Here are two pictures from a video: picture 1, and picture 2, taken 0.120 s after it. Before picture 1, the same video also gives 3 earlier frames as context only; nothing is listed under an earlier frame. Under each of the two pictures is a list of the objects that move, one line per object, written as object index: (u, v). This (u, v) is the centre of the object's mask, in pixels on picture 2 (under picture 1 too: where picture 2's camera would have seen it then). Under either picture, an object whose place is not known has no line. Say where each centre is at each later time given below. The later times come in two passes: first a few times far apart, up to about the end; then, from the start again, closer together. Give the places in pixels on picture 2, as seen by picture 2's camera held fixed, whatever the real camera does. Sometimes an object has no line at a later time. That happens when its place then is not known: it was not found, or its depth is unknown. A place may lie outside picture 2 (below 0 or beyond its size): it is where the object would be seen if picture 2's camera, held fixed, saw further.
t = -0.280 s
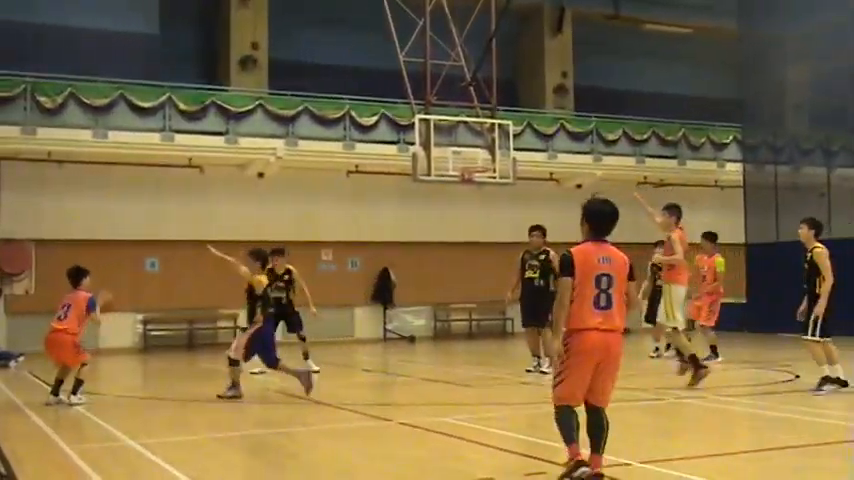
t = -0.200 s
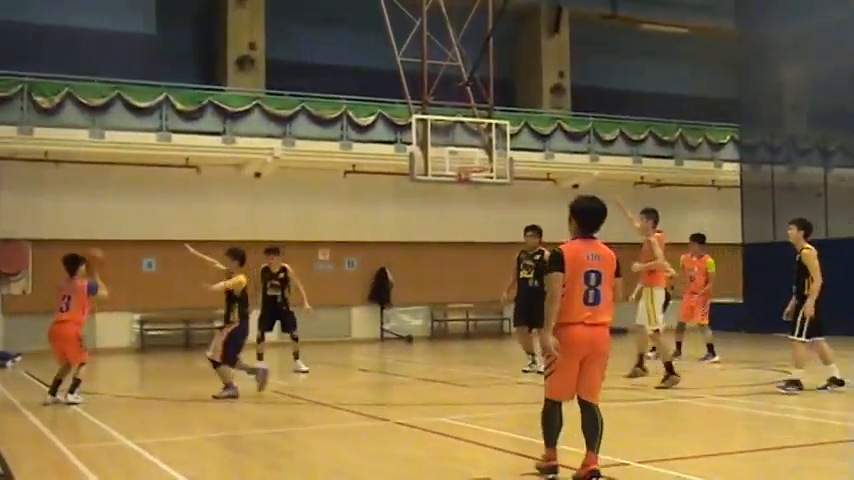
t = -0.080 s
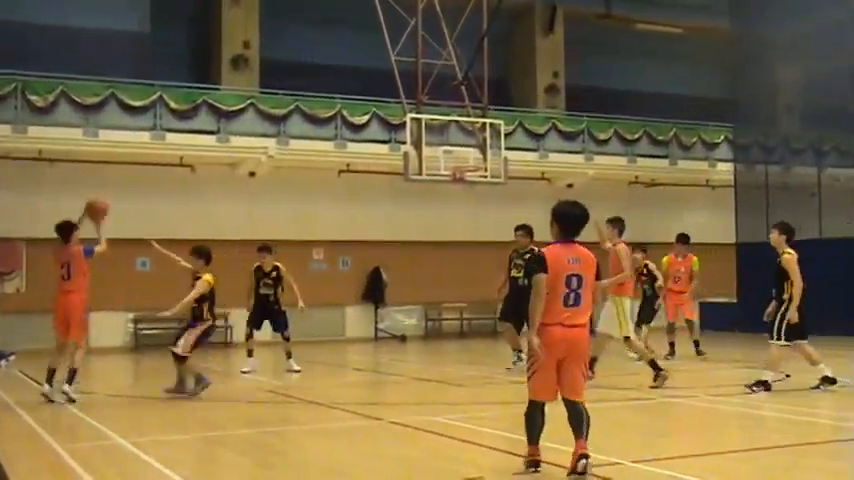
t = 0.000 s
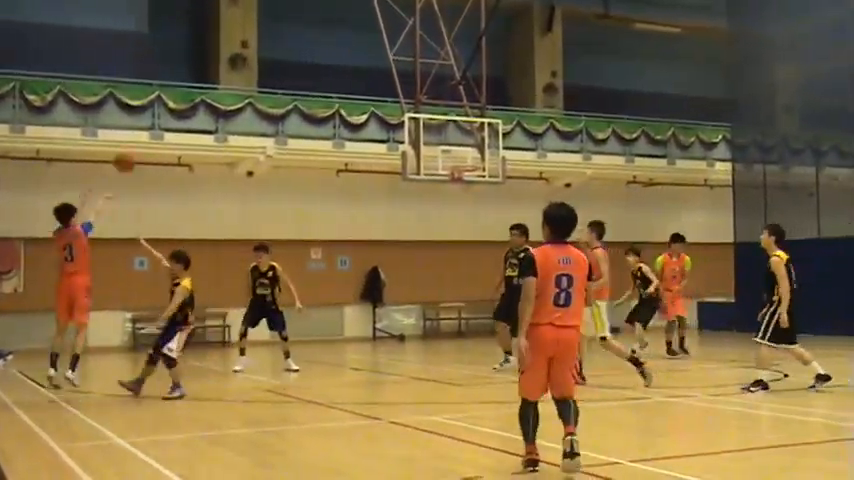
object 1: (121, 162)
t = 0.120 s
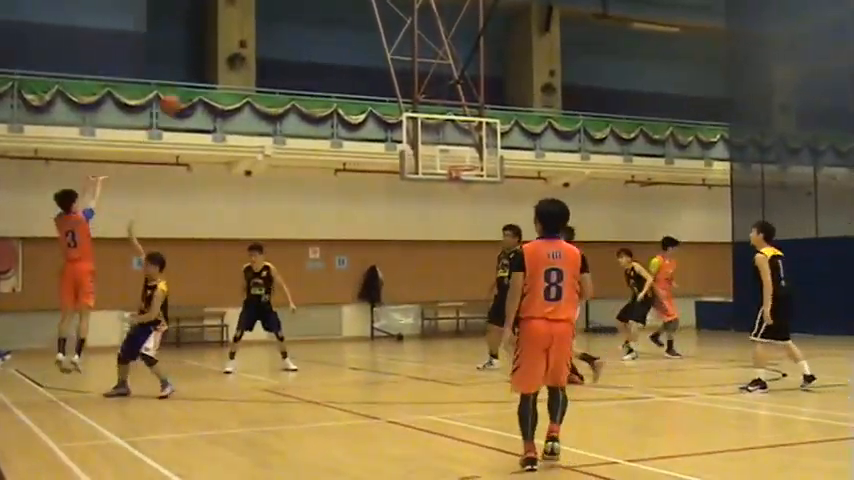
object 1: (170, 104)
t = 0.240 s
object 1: (213, 65)
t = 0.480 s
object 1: (285, 27)
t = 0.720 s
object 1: (347, 33)
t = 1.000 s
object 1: (411, 84)
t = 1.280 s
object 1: (460, 174)
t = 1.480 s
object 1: (458, 174)
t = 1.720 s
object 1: (458, 177)
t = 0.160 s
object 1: (186, 88)
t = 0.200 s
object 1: (199, 76)
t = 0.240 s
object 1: (213, 65)
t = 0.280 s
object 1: (226, 55)
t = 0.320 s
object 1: (237, 46)
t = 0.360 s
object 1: (250, 40)
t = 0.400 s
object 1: (262, 35)
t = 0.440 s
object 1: (273, 30)
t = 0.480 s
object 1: (285, 27)
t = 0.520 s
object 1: (296, 25)
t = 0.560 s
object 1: (307, 25)
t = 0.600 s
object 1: (317, 25)
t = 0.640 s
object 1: (327, 27)
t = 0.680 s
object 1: (337, 30)
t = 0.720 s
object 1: (347, 33)
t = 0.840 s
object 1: (376, 48)
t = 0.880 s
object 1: (385, 56)
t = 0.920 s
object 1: (394, 64)
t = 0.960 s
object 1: (403, 72)
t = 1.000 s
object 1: (411, 84)
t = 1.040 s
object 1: (419, 94)
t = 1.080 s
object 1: (425, 104)
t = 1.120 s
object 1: (436, 118)
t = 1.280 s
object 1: (460, 174)
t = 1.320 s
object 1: (464, 177)
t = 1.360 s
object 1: (461, 173)
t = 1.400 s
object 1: (460, 173)
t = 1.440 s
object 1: (459, 173)
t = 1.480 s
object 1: (458, 174)
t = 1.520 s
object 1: (457, 173)
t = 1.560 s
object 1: (457, 173)
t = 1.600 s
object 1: (457, 173)
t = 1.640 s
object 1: (457, 174)
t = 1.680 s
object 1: (457, 175)
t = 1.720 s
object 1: (458, 177)
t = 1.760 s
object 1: (458, 180)
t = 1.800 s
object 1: (460, 185)
